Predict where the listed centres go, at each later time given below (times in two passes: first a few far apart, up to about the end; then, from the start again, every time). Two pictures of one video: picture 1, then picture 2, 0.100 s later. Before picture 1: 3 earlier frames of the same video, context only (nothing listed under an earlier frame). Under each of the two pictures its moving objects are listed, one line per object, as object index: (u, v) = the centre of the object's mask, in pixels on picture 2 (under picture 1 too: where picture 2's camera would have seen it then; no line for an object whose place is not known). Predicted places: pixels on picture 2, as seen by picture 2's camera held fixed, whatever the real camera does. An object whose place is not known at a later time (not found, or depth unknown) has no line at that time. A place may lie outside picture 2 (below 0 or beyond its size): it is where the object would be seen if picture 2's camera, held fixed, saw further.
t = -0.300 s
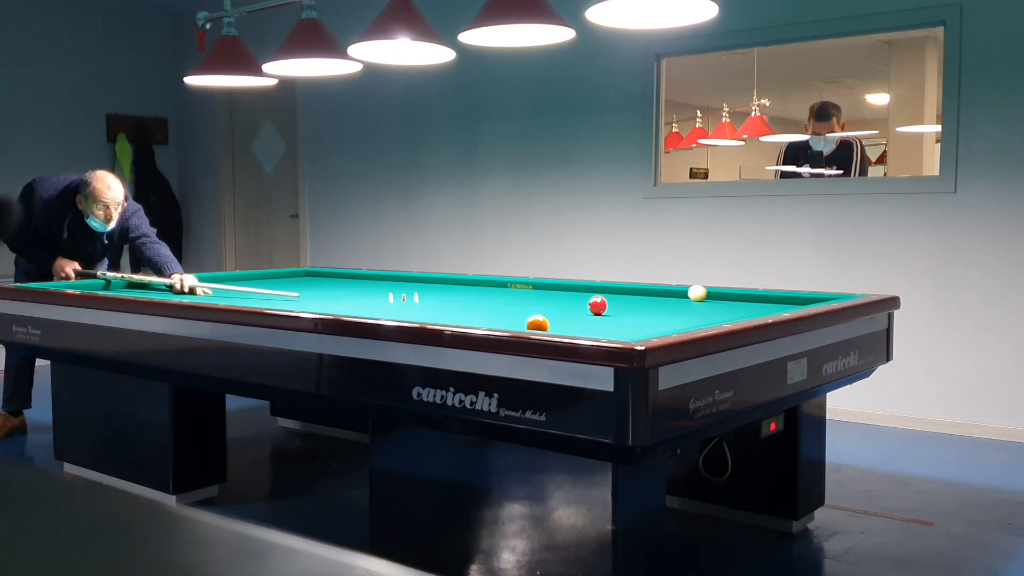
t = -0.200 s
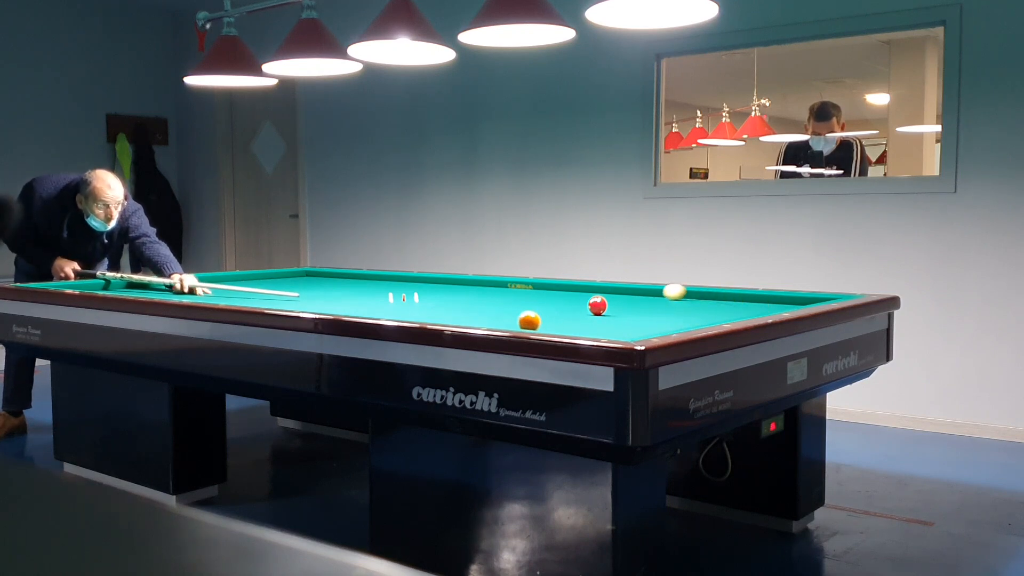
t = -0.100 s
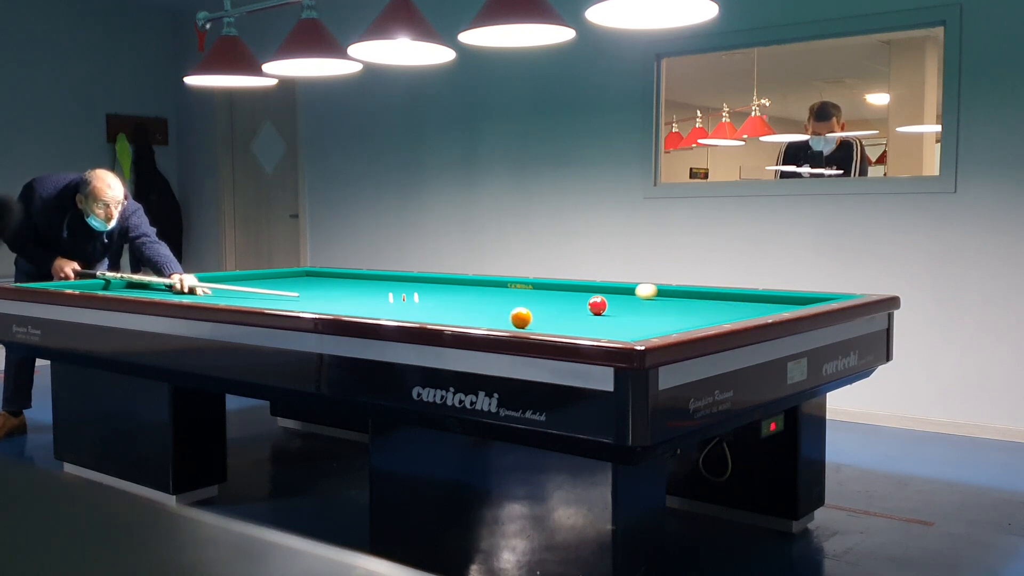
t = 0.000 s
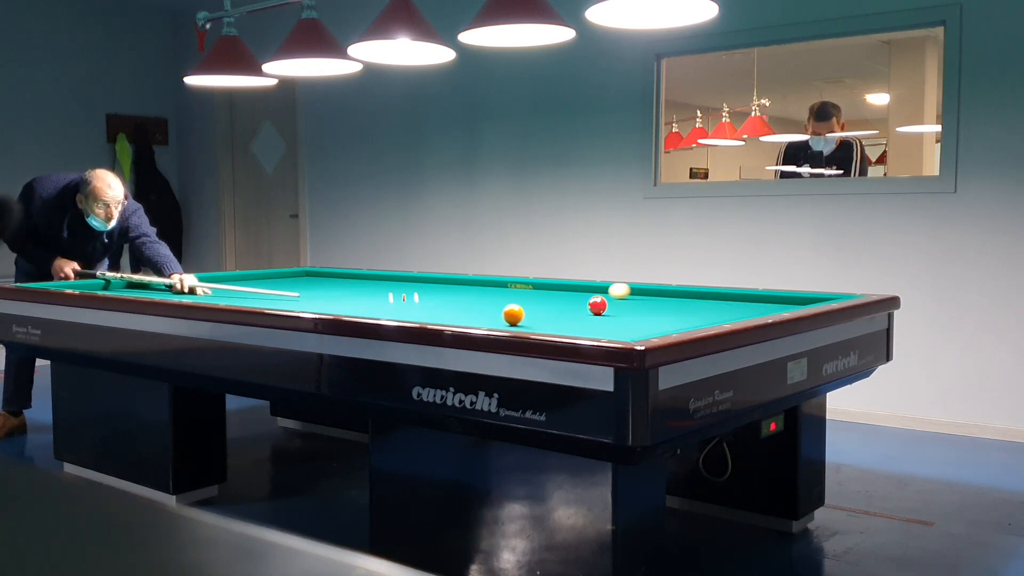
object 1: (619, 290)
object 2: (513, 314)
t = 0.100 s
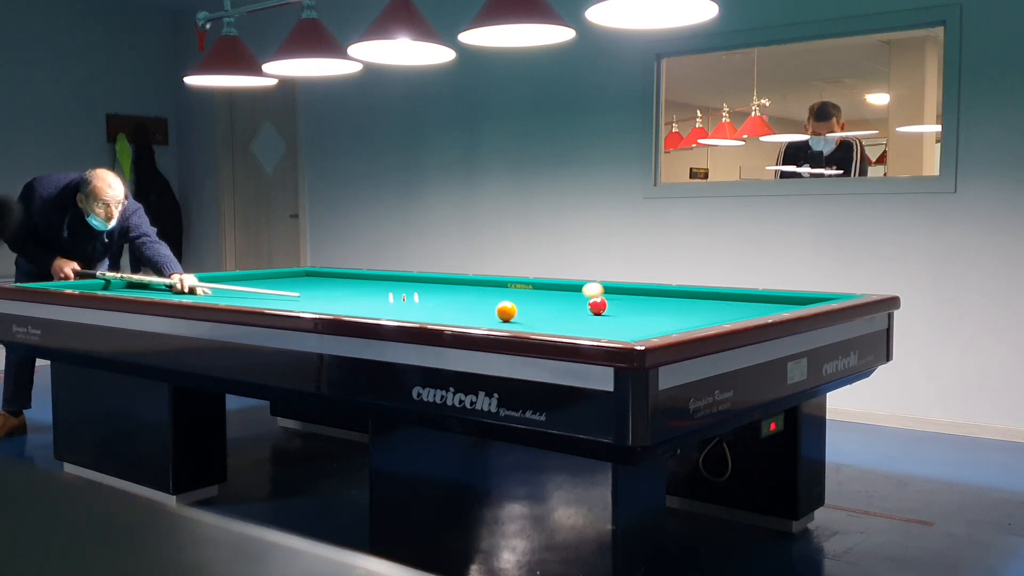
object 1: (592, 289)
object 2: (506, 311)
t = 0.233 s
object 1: (559, 290)
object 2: (497, 307)
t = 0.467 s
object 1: (500, 289)
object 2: (484, 300)
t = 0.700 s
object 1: (444, 288)
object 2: (472, 295)
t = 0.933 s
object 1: (390, 287)
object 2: (462, 290)
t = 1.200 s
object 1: (330, 286)
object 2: (452, 286)
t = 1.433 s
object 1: (278, 286)
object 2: (444, 282)
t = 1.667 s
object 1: (228, 285)
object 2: (437, 279)
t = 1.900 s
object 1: (180, 285)
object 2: (414, 278)
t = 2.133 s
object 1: (134, 284)
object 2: (386, 278)
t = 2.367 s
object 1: (89, 284)
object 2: (358, 278)
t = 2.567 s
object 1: (78, 285)
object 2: (336, 277)
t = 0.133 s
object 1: (584, 290)
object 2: (504, 310)
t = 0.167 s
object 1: (576, 290)
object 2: (502, 309)
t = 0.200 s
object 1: (567, 290)
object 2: (500, 308)
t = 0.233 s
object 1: (559, 290)
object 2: (497, 307)
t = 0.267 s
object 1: (550, 289)
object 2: (496, 306)
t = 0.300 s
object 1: (542, 289)
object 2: (493, 305)
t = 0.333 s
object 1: (533, 289)
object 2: (492, 304)
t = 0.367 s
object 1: (525, 289)
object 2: (489, 303)
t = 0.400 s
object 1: (517, 289)
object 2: (488, 302)
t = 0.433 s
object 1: (508, 289)
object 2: (486, 301)
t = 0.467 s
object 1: (500, 289)
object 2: (484, 300)
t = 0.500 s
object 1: (493, 288)
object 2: (482, 300)
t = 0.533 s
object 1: (485, 287)
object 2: (480, 300)
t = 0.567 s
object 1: (475, 286)
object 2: (479, 298)
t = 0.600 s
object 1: (467, 287)
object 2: (478, 298)
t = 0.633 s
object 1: (460, 288)
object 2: (476, 297)
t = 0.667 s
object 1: (452, 288)
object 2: (474, 296)
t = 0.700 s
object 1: (444, 288)
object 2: (472, 295)
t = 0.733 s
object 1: (437, 288)
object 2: (471, 294)
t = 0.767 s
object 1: (429, 288)
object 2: (469, 294)
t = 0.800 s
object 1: (421, 287)
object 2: (468, 293)
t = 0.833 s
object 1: (413, 287)
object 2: (466, 292)
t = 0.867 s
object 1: (405, 287)
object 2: (465, 292)
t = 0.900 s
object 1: (398, 287)
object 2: (464, 291)
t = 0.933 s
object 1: (390, 287)
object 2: (462, 290)
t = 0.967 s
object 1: (382, 287)
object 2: (461, 290)
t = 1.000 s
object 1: (375, 287)
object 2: (459, 289)
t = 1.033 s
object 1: (367, 287)
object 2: (458, 289)
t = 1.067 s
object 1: (360, 287)
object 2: (457, 288)
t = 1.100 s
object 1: (352, 287)
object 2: (455, 288)
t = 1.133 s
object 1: (344, 287)
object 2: (454, 287)
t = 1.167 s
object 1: (337, 287)
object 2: (453, 286)
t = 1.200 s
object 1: (330, 286)
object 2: (452, 286)
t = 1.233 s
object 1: (322, 286)
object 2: (451, 285)
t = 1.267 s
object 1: (314, 286)
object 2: (450, 285)
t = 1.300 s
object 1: (307, 286)
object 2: (448, 284)
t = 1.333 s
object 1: (300, 286)
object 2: (447, 284)
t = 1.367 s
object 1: (293, 286)
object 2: (446, 283)
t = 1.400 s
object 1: (285, 286)
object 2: (445, 283)
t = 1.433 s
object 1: (278, 286)
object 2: (444, 282)
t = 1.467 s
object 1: (271, 286)
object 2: (443, 282)
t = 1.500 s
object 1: (264, 286)
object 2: (442, 281)
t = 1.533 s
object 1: (256, 286)
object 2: (441, 281)
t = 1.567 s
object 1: (249, 285)
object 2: (440, 281)
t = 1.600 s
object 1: (242, 285)
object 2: (439, 280)
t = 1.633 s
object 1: (235, 285)
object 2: (438, 280)
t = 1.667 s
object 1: (228, 285)
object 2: (437, 279)
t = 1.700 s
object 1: (221, 285)
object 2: (436, 279)
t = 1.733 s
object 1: (214, 285)
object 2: (435, 278)
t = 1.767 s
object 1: (207, 285)
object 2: (432, 278)
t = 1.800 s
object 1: (200, 285)
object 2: (427, 278)
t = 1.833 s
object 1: (194, 285)
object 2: (423, 278)
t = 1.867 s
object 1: (187, 285)
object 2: (418, 278)
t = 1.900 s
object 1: (180, 285)
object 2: (414, 278)
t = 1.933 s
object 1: (173, 284)
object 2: (410, 278)
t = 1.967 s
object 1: (166, 285)
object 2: (406, 278)
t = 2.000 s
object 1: (160, 285)
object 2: (402, 278)
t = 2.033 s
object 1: (153, 285)
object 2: (398, 278)
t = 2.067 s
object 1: (147, 285)
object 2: (394, 278)
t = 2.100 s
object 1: (140, 284)
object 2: (390, 278)
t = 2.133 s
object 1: (134, 284)
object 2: (386, 278)
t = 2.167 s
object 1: (127, 284)
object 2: (382, 278)
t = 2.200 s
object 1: (121, 284)
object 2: (378, 277)
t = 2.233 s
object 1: (114, 284)
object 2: (374, 277)
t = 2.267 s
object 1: (108, 284)
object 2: (370, 277)
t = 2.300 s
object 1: (102, 284)
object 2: (367, 278)
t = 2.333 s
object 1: (95, 284)
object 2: (362, 278)
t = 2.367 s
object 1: (89, 284)
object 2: (358, 278)
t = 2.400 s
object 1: (86, 284)
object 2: (355, 277)
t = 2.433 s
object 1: (85, 284)
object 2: (351, 277)
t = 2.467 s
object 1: (83, 284)
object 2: (347, 277)
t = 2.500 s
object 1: (82, 285)
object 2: (343, 277)
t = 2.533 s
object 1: (80, 285)
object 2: (340, 277)
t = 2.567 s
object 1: (78, 285)
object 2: (336, 277)
